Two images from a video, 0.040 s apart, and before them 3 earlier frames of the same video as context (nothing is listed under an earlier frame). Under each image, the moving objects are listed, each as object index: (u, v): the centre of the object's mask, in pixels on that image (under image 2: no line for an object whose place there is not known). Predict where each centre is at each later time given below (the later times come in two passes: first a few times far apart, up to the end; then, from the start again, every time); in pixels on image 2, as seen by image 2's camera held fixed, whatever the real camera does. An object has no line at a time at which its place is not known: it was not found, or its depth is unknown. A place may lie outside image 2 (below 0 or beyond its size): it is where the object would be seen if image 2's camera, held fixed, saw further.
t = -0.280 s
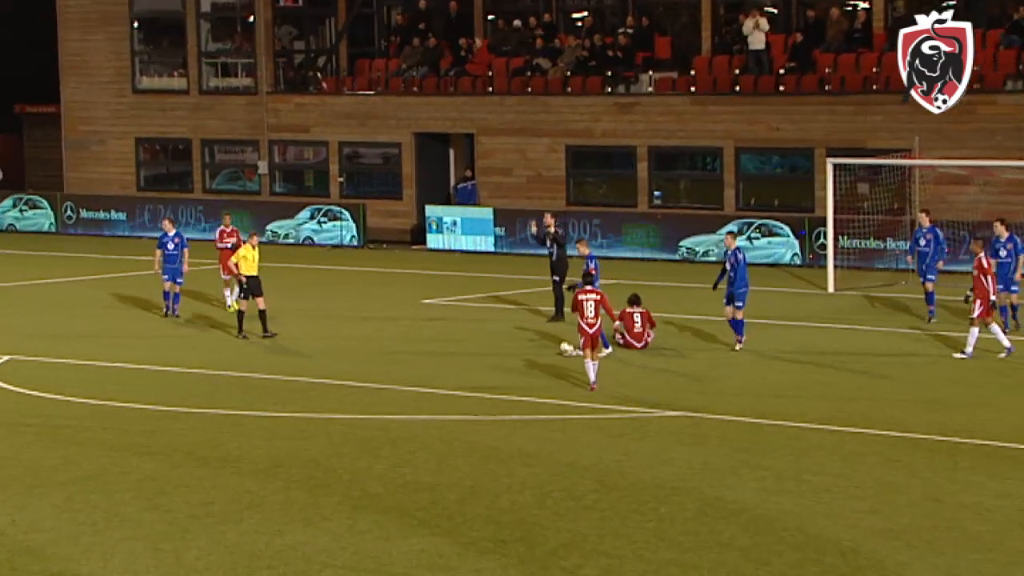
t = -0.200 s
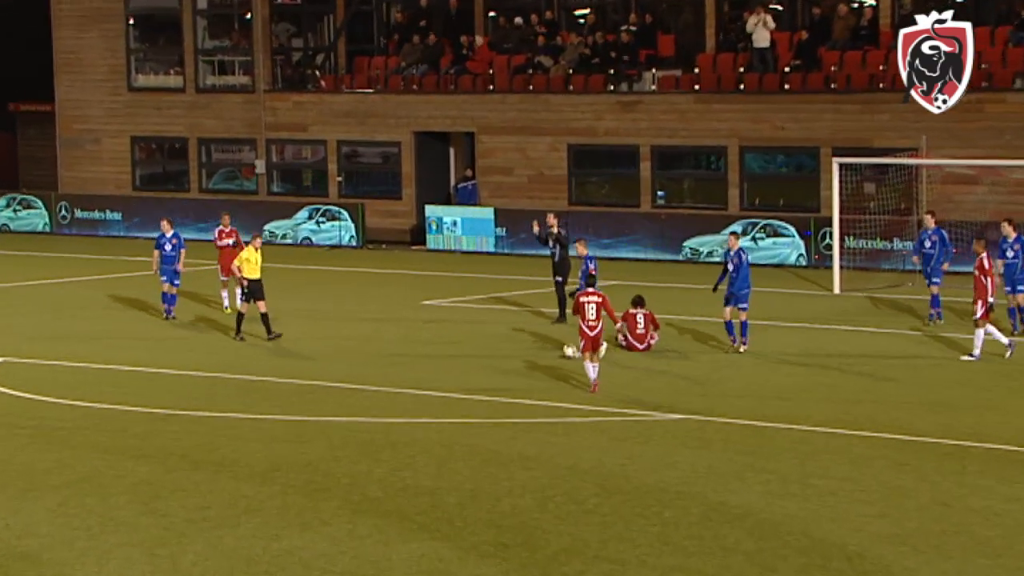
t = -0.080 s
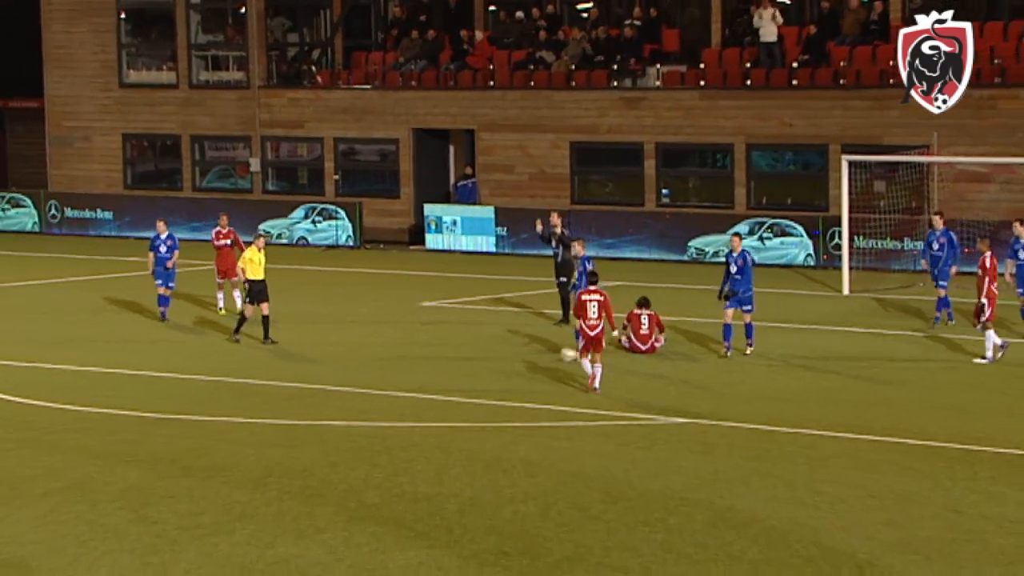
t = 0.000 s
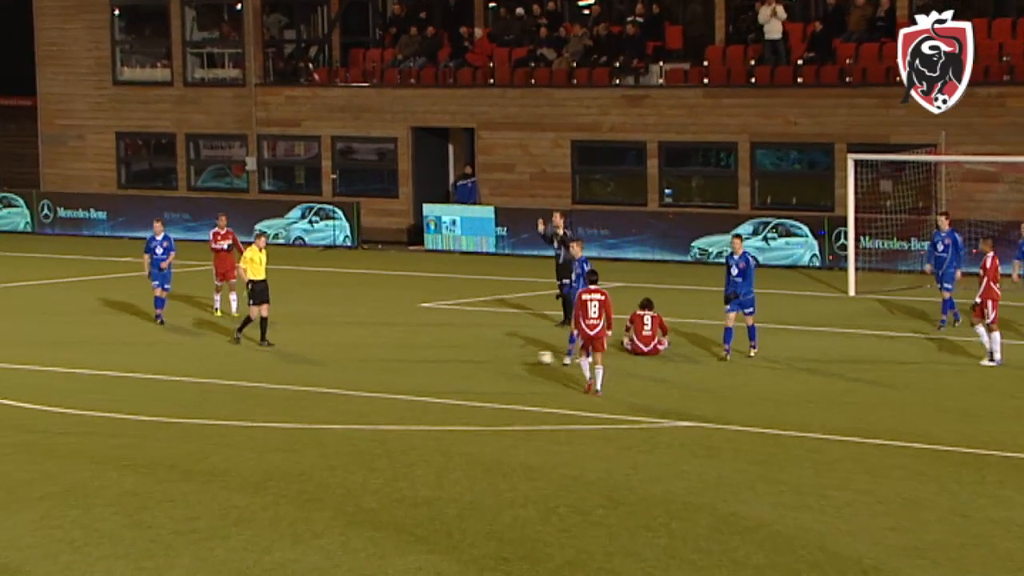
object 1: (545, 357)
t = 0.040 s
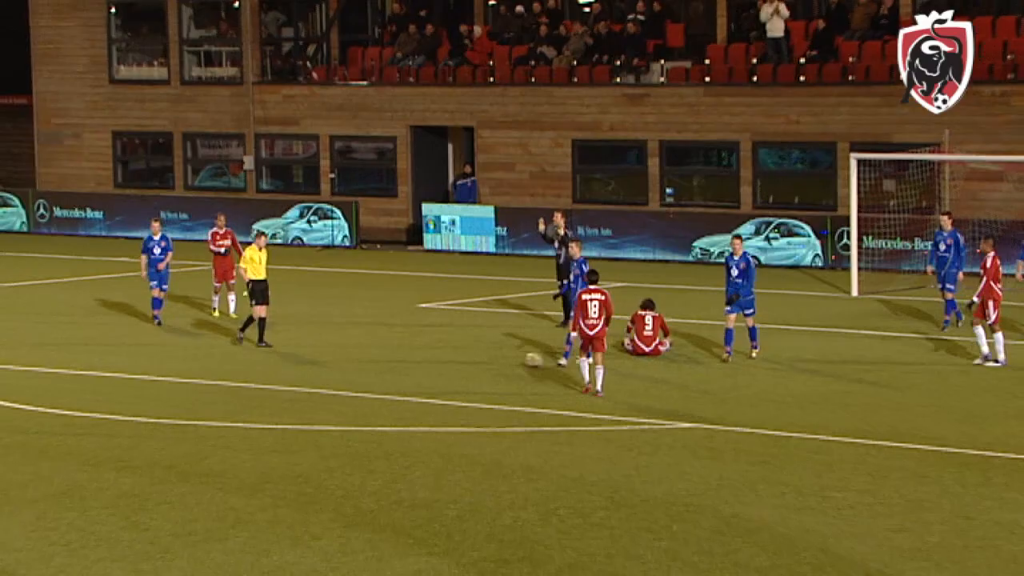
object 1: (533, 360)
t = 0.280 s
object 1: (477, 364)
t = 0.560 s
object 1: (428, 367)
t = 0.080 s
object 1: (523, 360)
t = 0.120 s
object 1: (513, 360)
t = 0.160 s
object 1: (503, 362)
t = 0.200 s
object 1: (493, 363)
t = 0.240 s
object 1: (485, 363)
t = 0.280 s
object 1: (477, 364)
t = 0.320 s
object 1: (470, 363)
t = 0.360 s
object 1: (462, 365)
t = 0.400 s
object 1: (455, 365)
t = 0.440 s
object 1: (448, 365)
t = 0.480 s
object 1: (442, 367)
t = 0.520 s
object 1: (434, 367)
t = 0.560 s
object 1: (428, 367)
